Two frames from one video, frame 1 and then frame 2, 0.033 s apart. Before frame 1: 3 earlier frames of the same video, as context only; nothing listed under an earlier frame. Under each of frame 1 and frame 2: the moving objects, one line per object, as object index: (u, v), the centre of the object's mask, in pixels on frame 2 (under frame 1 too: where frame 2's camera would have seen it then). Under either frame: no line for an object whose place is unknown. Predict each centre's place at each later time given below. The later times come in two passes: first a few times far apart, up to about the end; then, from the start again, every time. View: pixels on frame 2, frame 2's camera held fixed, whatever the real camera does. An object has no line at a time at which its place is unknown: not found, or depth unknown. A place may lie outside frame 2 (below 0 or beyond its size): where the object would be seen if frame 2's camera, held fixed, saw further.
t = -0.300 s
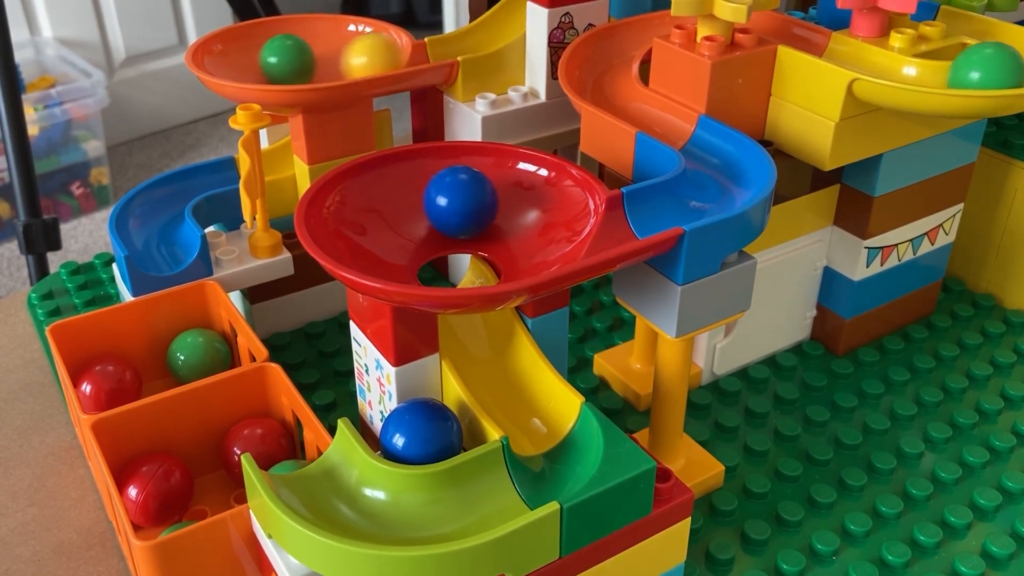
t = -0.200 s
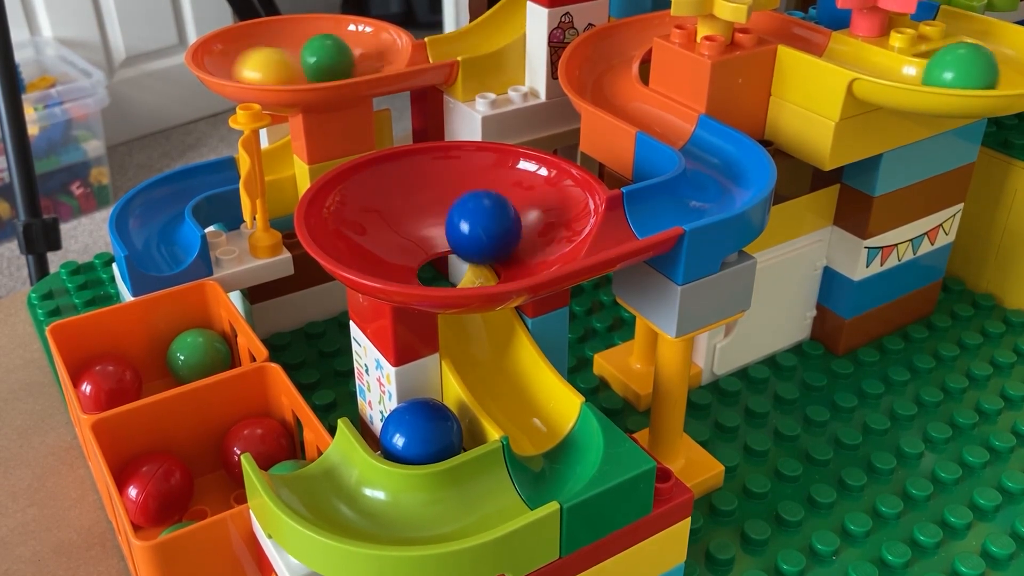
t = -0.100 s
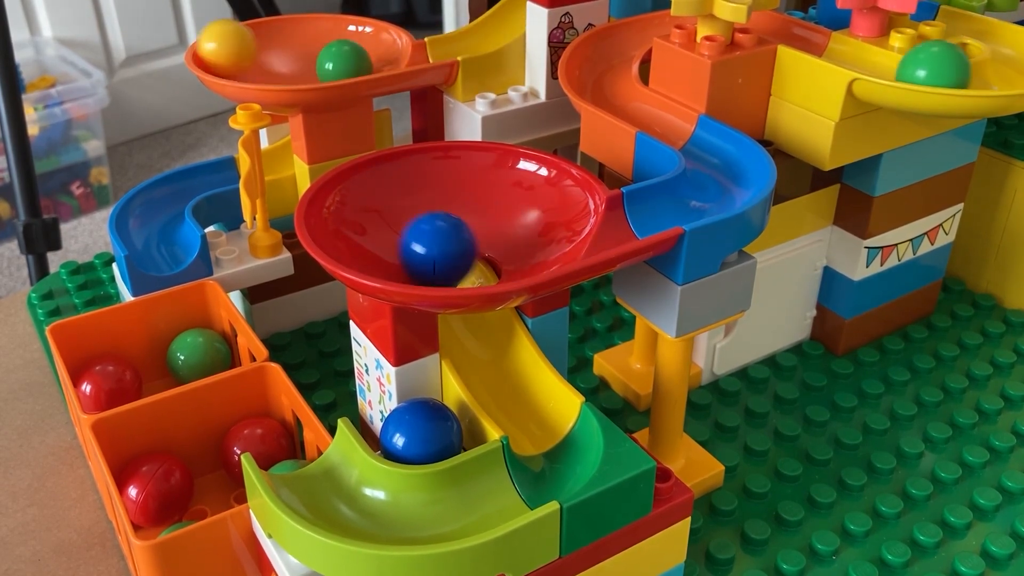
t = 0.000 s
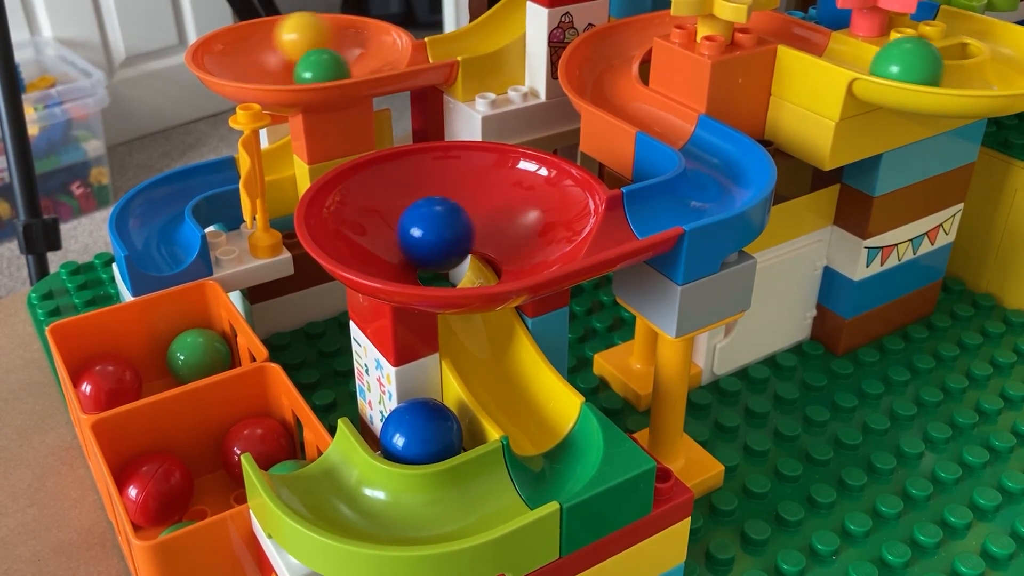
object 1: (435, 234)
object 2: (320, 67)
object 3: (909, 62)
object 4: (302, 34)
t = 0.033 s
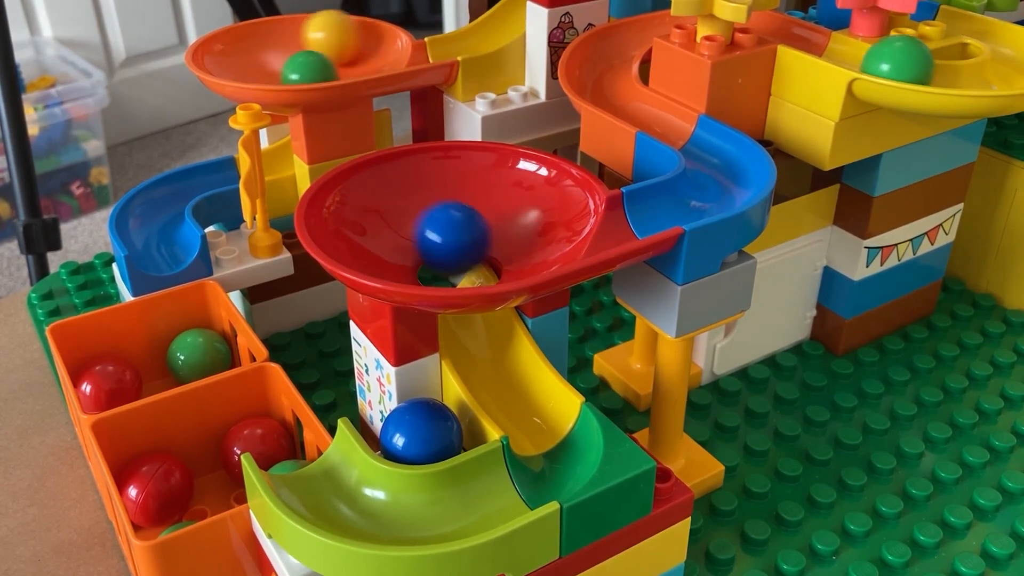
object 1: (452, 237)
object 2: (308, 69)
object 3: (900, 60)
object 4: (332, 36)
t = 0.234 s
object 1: (458, 247)
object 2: (301, 51)
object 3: (851, 46)
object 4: (330, 66)
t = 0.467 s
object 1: (458, 262)
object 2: (296, 70)
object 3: (795, 27)
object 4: (259, 38)
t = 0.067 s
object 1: (467, 254)
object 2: (295, 69)
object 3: (892, 58)
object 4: (353, 37)
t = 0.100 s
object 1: (446, 252)
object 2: (286, 68)
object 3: (883, 56)
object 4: (368, 40)
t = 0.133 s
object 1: (449, 244)
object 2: (286, 65)
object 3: (875, 54)
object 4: (374, 46)
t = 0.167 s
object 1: (467, 252)
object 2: (293, 63)
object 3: (867, 52)
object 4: (369, 53)
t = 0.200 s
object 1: (449, 254)
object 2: (301, 60)
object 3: (860, 49)
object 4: (353, 60)
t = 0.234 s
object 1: (458, 247)
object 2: (301, 51)
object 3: (851, 46)
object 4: (330, 66)
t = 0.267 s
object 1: (464, 256)
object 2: (323, 48)
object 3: (844, 44)
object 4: (304, 69)
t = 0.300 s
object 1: (454, 254)
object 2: (325, 58)
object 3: (836, 41)
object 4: (273, 69)
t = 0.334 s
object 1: (466, 255)
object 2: (327, 60)
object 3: (829, 39)
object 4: (252, 65)
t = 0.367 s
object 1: (454, 257)
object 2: (327, 62)
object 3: (820, 36)
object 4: (240, 58)
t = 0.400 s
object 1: (460, 259)
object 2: (322, 65)
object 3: (812, 33)
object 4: (238, 53)
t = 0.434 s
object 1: (462, 258)
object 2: (310, 70)
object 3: (803, 30)
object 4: (245, 44)
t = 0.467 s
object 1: (458, 262)
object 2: (296, 70)
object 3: (795, 27)
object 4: (259, 38)
